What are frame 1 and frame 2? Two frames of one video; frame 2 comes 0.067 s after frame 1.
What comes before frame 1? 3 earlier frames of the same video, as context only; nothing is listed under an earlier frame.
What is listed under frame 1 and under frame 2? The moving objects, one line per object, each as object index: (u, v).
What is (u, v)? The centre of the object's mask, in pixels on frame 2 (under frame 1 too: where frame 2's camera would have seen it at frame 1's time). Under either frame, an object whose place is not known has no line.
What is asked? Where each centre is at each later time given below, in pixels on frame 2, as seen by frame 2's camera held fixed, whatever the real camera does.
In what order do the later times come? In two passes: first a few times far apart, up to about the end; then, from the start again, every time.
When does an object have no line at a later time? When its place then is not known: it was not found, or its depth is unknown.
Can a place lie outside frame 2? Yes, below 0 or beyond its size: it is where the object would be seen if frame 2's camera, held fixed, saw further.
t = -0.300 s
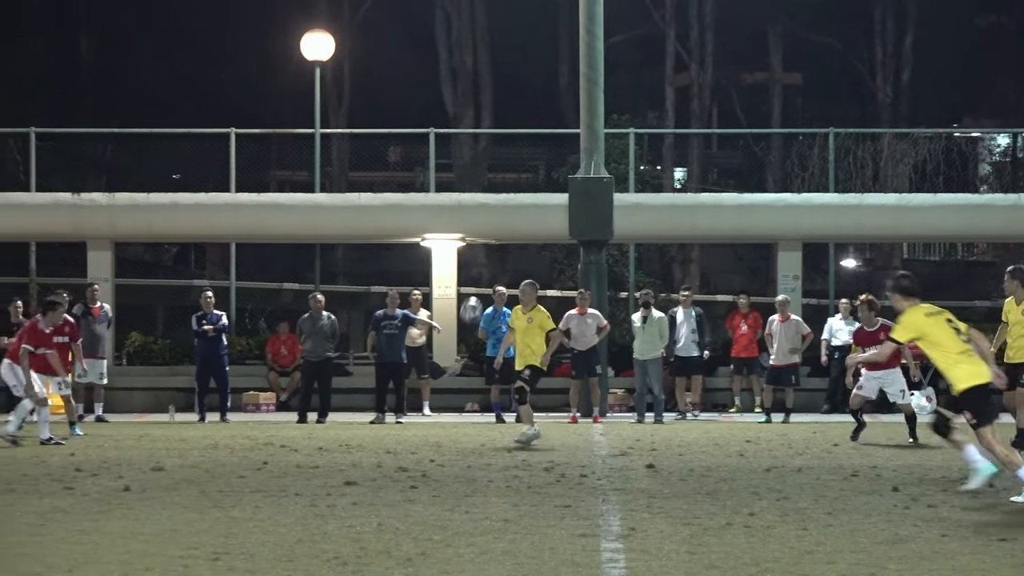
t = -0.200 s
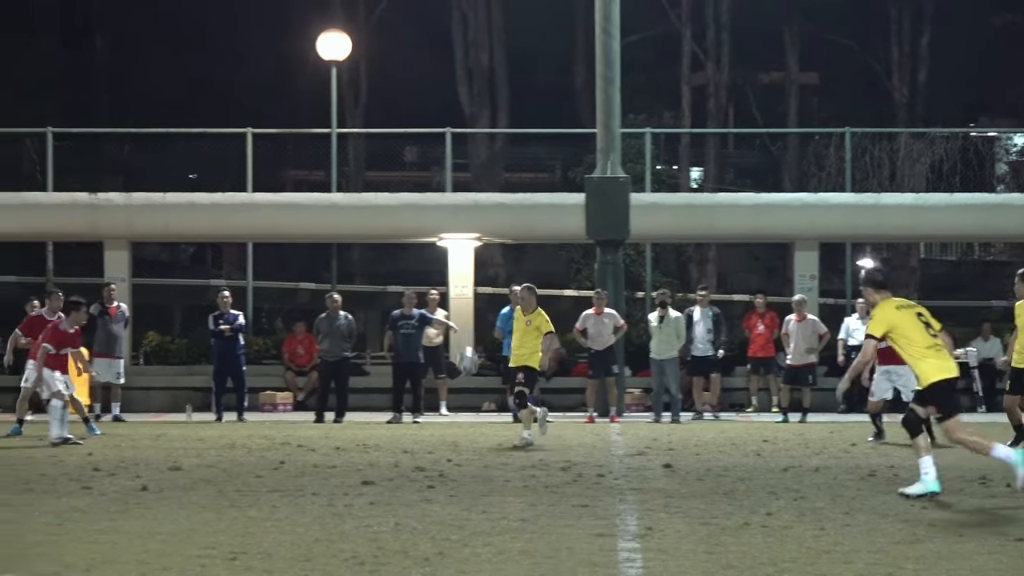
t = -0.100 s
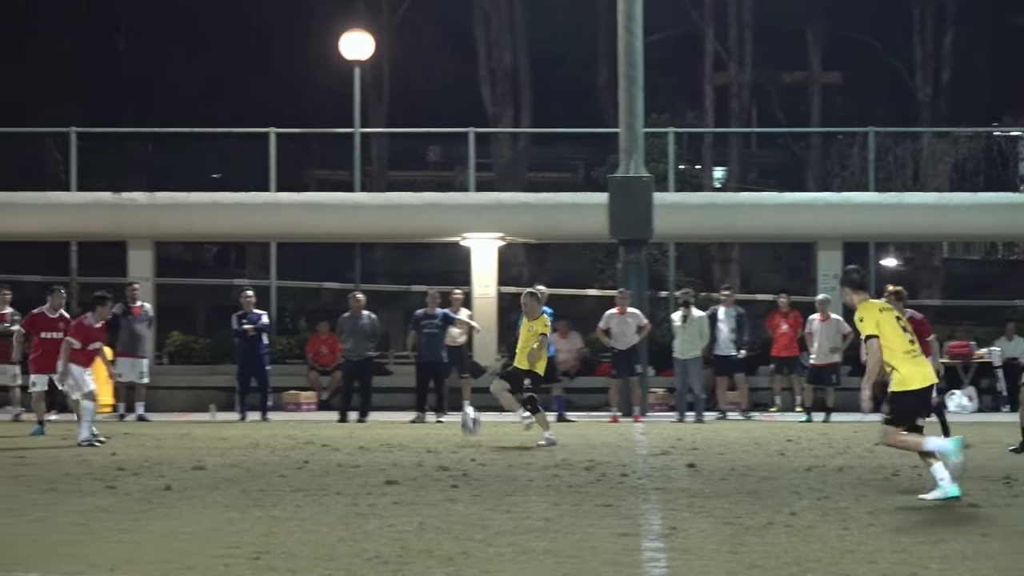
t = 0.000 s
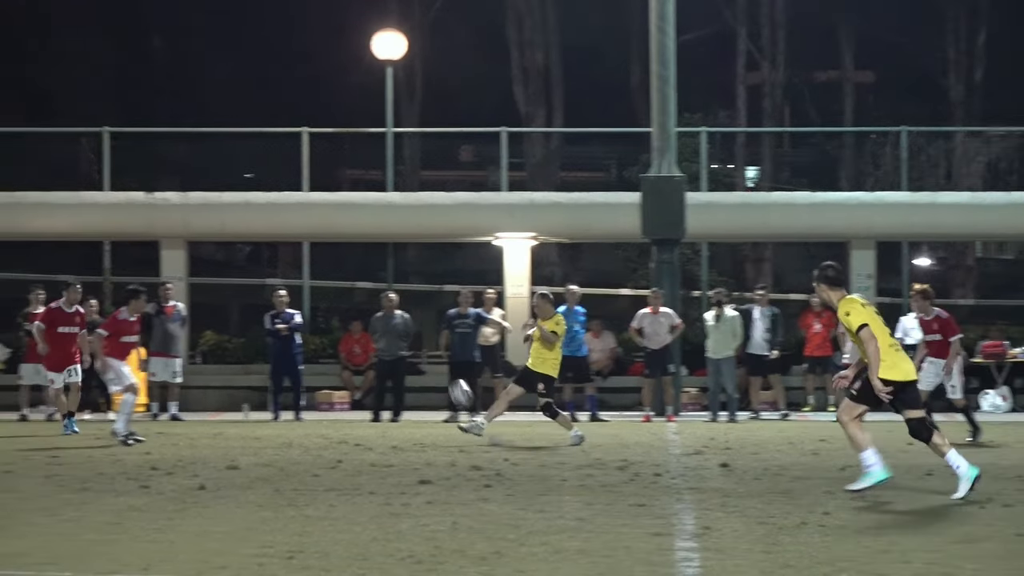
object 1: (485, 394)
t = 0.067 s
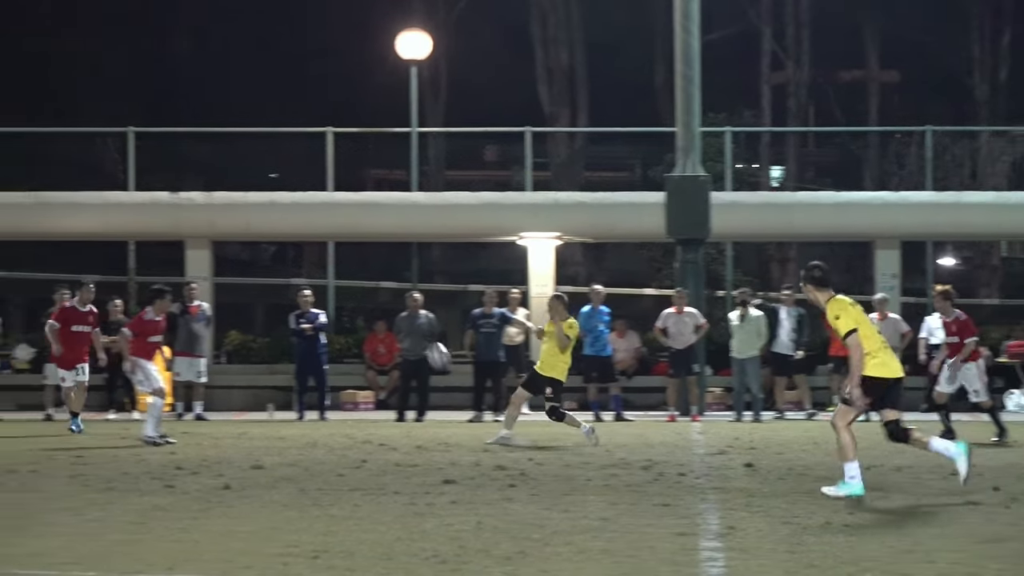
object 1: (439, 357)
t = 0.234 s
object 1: (322, 283)
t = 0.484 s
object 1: (149, 217)
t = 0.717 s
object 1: (-14, 204)
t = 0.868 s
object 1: (-122, 227)
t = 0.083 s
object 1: (427, 347)
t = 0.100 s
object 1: (415, 340)
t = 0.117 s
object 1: (404, 332)
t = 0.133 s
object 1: (392, 323)
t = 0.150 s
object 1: (380, 317)
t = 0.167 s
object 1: (369, 310)
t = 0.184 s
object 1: (357, 302)
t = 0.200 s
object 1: (345, 295)
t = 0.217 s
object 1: (334, 290)
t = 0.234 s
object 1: (322, 283)
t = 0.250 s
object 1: (311, 277)
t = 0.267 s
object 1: (299, 271)
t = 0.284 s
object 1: (287, 266)
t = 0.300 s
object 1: (276, 261)
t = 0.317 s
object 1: (264, 256)
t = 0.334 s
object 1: (253, 251)
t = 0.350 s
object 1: (241, 247)
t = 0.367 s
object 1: (230, 243)
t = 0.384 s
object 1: (218, 238)
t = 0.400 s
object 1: (207, 234)
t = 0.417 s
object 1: (196, 230)
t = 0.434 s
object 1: (183, 226)
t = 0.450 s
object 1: (172, 223)
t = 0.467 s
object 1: (160, 219)
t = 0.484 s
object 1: (149, 217)
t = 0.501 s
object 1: (136, 214)
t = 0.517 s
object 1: (124, 213)
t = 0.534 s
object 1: (113, 210)
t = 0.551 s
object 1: (102, 209)
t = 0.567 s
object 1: (90, 207)
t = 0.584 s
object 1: (79, 206)
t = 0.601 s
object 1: (67, 205)
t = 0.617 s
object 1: (55, 204)
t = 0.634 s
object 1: (44, 202)
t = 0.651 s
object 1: (32, 203)
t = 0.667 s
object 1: (21, 203)
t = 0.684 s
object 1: (9, 203)
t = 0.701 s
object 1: (-2, 203)
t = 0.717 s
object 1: (-14, 204)
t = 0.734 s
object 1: (-25, 205)
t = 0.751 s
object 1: (-37, 206)
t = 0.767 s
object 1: (-49, 207)
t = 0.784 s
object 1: (-60, 210)
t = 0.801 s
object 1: (-71, 213)
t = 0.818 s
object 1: (-84, 216)
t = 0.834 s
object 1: (-96, 220)
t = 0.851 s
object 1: (-109, 223)
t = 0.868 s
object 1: (-122, 227)
